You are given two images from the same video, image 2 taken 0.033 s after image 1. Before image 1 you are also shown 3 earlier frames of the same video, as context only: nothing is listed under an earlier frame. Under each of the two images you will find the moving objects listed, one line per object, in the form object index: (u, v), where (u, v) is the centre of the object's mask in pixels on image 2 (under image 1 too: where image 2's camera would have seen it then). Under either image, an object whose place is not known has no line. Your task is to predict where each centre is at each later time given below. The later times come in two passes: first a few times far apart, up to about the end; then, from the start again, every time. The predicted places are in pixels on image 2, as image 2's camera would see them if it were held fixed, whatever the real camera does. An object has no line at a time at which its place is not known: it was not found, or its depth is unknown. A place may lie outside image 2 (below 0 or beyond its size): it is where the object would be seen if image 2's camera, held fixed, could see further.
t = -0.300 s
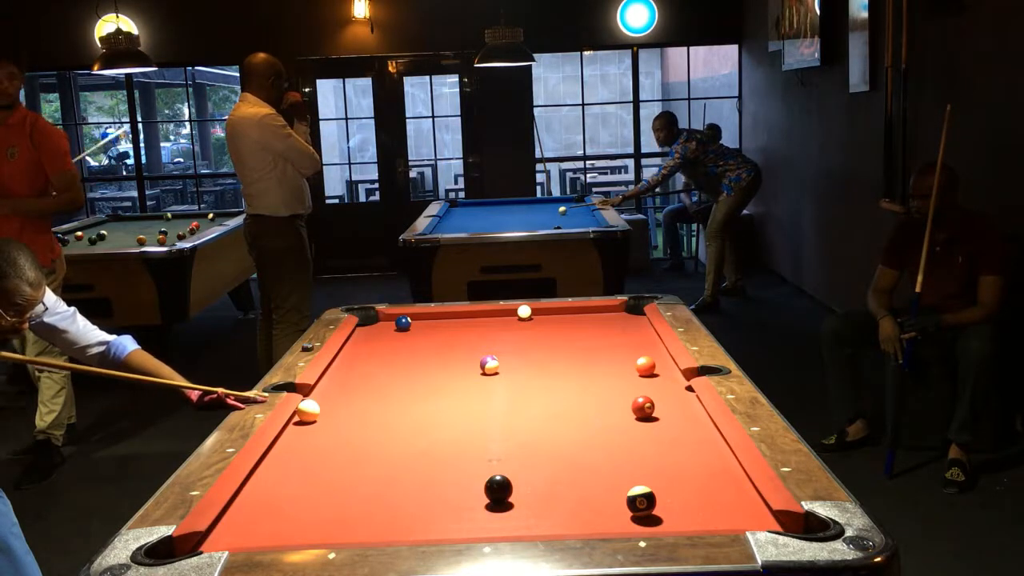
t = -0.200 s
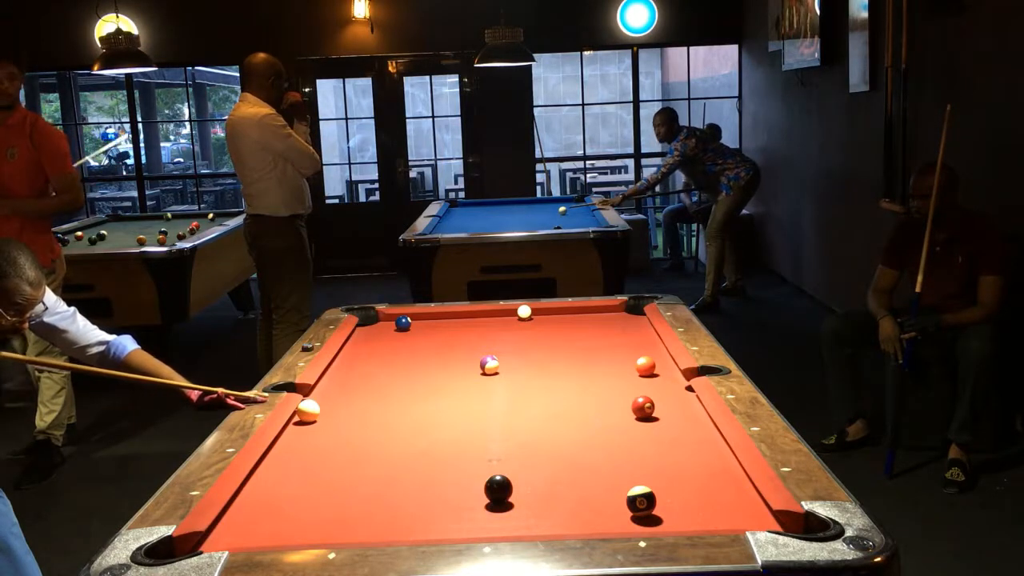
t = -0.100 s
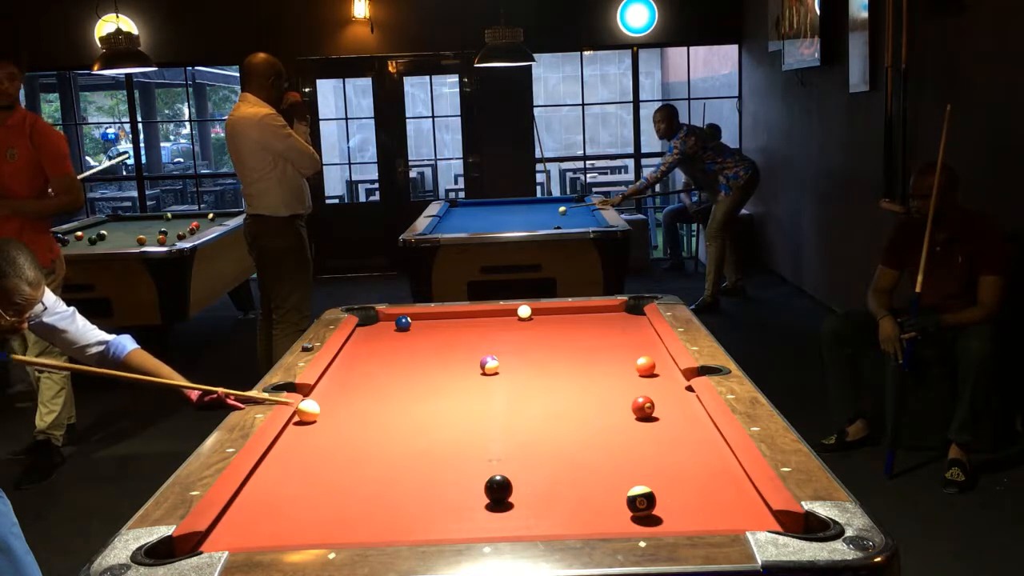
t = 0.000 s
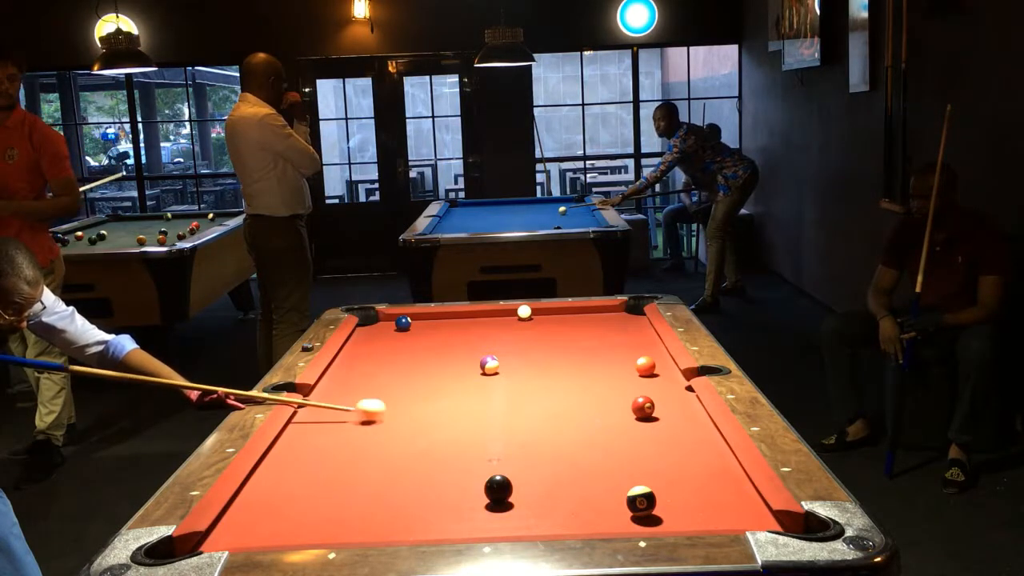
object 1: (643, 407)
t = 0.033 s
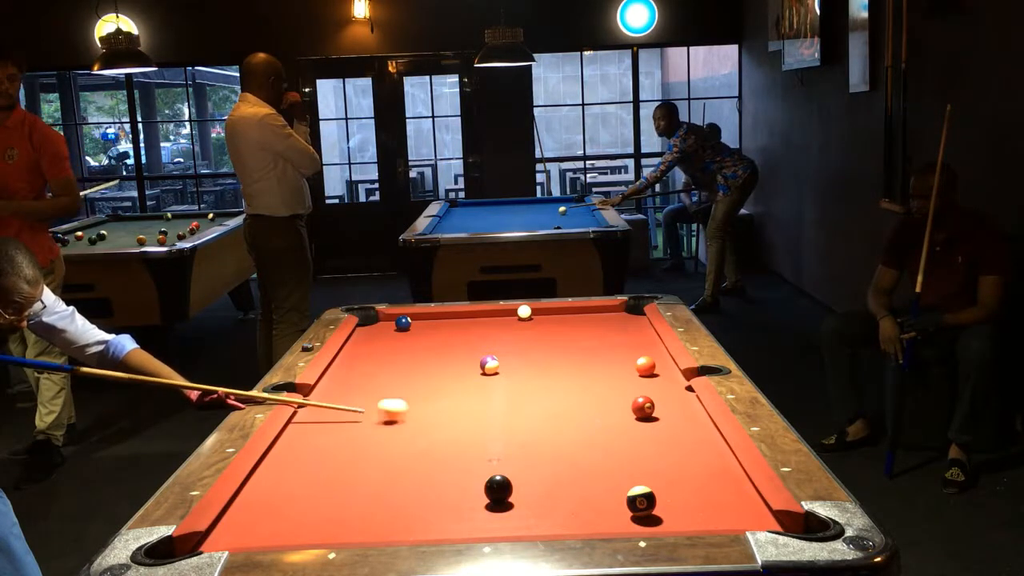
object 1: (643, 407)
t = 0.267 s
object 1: (643, 407)
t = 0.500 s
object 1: (672, 402)
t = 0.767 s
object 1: (590, 403)
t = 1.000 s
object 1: (522, 404)
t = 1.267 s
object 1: (449, 405)
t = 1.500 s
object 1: (388, 406)
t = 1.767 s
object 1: (323, 406)
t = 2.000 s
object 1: (336, 405)
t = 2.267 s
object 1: (373, 402)
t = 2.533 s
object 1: (408, 400)
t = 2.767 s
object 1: (436, 398)
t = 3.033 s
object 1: (466, 397)
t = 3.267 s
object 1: (490, 395)
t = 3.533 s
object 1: (515, 394)
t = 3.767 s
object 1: (534, 393)
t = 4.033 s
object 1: (553, 392)
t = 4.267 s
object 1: (568, 391)
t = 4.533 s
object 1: (582, 390)
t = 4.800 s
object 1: (594, 389)
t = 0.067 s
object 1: (643, 407)
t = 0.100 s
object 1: (643, 407)
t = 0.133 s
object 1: (643, 407)
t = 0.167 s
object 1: (643, 407)
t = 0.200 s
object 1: (643, 407)
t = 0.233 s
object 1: (643, 407)
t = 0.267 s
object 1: (643, 407)
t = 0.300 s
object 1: (643, 407)
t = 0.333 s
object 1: (643, 407)
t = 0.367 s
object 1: (649, 407)
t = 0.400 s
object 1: (668, 405)
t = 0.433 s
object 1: (684, 403)
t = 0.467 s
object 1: (683, 402)
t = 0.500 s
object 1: (672, 402)
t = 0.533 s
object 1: (662, 401)
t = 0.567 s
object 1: (651, 402)
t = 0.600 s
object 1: (640, 403)
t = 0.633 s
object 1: (631, 403)
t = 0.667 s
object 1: (620, 403)
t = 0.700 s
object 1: (610, 403)
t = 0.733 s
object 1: (601, 403)
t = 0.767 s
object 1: (590, 403)
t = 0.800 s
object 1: (579, 403)
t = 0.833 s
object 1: (570, 403)
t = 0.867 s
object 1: (561, 403)
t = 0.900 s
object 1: (550, 403)
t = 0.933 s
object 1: (541, 403)
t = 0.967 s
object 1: (532, 404)
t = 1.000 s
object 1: (522, 404)
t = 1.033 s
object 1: (513, 404)
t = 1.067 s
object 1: (504, 404)
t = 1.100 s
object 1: (493, 404)
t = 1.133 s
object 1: (485, 404)
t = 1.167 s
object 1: (476, 404)
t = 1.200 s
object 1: (466, 404)
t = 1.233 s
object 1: (458, 405)
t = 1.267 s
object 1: (449, 405)
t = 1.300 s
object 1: (439, 405)
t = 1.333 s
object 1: (431, 405)
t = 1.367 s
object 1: (423, 405)
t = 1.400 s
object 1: (413, 405)
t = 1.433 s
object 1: (405, 406)
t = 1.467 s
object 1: (397, 406)
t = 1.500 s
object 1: (388, 406)
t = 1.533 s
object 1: (380, 406)
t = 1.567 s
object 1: (372, 406)
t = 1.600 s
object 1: (363, 405)
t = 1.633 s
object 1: (354, 406)
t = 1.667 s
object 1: (347, 406)
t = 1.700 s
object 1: (338, 406)
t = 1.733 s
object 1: (330, 406)
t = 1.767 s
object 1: (323, 406)
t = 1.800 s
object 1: (315, 406)
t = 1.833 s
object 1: (310, 406)
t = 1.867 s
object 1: (316, 406)
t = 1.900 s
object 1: (321, 406)
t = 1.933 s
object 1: (326, 405)
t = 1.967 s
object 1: (330, 405)
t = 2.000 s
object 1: (336, 405)
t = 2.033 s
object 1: (340, 405)
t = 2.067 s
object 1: (345, 404)
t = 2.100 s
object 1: (350, 404)
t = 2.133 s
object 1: (355, 403)
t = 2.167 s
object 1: (359, 403)
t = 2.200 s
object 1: (364, 403)
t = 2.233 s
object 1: (369, 403)
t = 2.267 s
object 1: (373, 402)
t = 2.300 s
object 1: (377, 402)
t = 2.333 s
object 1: (383, 401)
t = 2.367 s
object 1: (386, 401)
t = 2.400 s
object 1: (390, 401)
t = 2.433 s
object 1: (395, 401)
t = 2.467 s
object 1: (399, 401)
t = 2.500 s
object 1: (404, 400)
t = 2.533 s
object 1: (408, 400)
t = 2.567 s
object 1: (412, 400)
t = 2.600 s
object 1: (417, 399)
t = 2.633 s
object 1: (421, 399)
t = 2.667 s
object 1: (425, 399)
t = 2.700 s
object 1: (428, 399)
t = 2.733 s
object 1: (433, 399)
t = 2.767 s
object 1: (436, 398)
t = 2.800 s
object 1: (440, 398)
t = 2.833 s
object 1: (444, 398)
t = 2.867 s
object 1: (448, 398)
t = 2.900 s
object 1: (451, 398)
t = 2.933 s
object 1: (456, 398)
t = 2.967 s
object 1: (459, 398)
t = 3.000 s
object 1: (462, 397)
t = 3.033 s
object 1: (466, 397)
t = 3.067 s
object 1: (470, 396)
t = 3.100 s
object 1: (473, 396)
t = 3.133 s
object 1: (477, 396)
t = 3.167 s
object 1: (480, 396)
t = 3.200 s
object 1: (483, 396)
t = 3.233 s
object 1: (487, 396)
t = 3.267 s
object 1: (490, 395)
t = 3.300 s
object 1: (493, 395)
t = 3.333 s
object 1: (496, 395)
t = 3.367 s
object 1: (499, 395)
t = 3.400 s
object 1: (502, 395)
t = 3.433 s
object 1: (506, 395)
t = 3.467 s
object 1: (509, 394)
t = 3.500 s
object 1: (511, 394)
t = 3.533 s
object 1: (515, 394)
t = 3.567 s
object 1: (517, 394)
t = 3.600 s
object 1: (520, 394)
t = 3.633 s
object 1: (523, 393)
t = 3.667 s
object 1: (526, 393)
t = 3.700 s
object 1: (528, 393)
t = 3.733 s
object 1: (531, 393)
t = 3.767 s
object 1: (534, 393)
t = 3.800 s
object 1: (536, 393)
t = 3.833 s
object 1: (539, 393)
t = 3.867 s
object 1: (541, 392)
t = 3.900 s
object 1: (544, 393)
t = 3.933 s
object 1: (546, 392)
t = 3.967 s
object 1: (549, 392)
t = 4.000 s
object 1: (551, 392)
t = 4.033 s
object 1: (553, 392)
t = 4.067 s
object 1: (555, 392)
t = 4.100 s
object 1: (557, 391)
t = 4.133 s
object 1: (560, 391)
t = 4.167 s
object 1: (562, 391)
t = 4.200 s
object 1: (564, 391)
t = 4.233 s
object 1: (566, 391)
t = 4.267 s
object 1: (568, 391)
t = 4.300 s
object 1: (570, 391)
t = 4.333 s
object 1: (571, 391)
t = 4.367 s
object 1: (573, 390)
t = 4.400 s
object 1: (575, 390)
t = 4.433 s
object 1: (577, 390)
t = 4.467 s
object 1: (579, 390)
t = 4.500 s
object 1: (580, 390)
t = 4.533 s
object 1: (582, 390)
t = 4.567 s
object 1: (584, 390)
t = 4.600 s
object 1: (585, 390)
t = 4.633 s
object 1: (587, 390)
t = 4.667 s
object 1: (588, 390)
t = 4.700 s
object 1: (590, 390)
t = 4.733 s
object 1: (591, 390)
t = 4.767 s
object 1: (593, 389)
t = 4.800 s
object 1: (594, 389)
